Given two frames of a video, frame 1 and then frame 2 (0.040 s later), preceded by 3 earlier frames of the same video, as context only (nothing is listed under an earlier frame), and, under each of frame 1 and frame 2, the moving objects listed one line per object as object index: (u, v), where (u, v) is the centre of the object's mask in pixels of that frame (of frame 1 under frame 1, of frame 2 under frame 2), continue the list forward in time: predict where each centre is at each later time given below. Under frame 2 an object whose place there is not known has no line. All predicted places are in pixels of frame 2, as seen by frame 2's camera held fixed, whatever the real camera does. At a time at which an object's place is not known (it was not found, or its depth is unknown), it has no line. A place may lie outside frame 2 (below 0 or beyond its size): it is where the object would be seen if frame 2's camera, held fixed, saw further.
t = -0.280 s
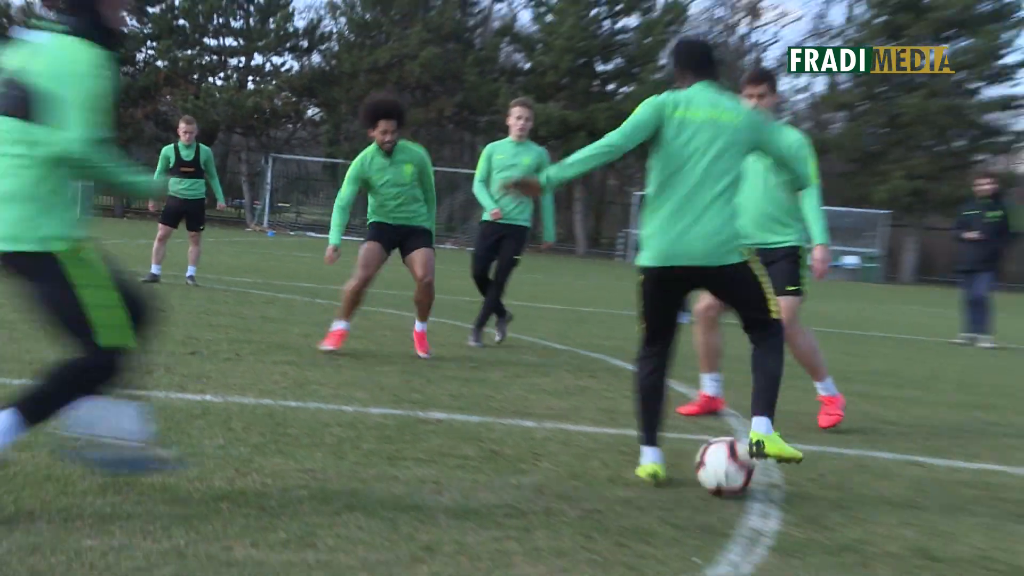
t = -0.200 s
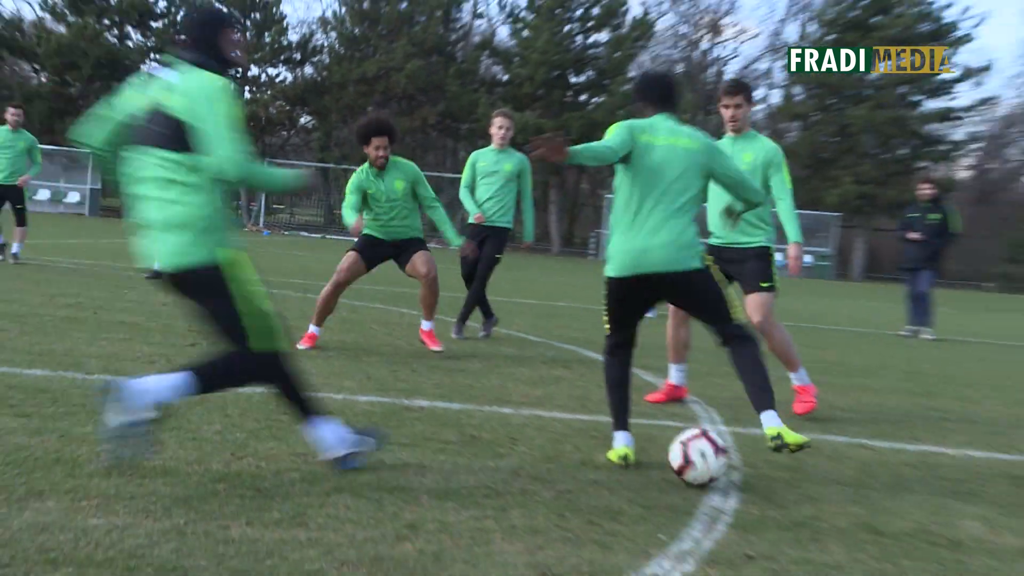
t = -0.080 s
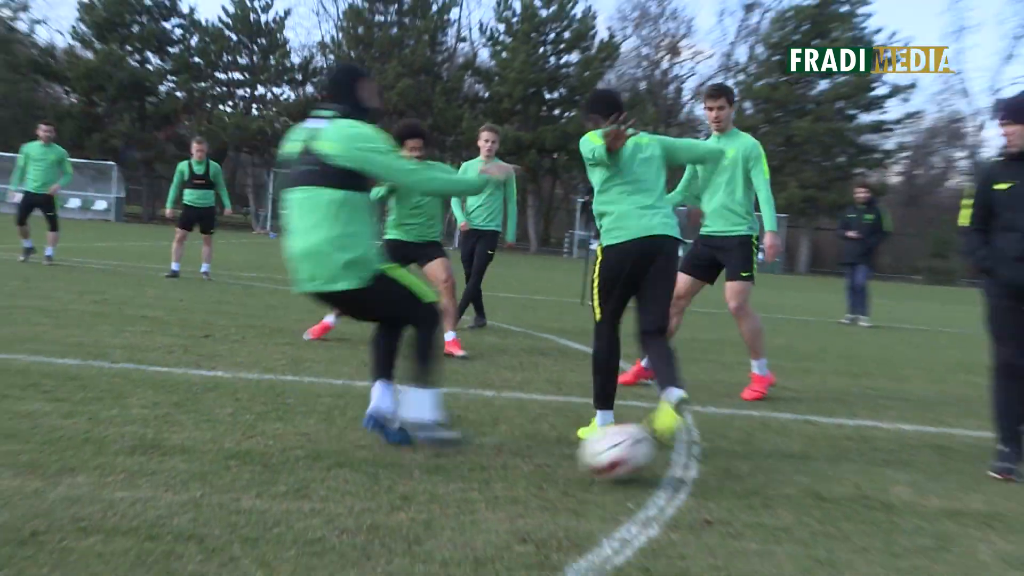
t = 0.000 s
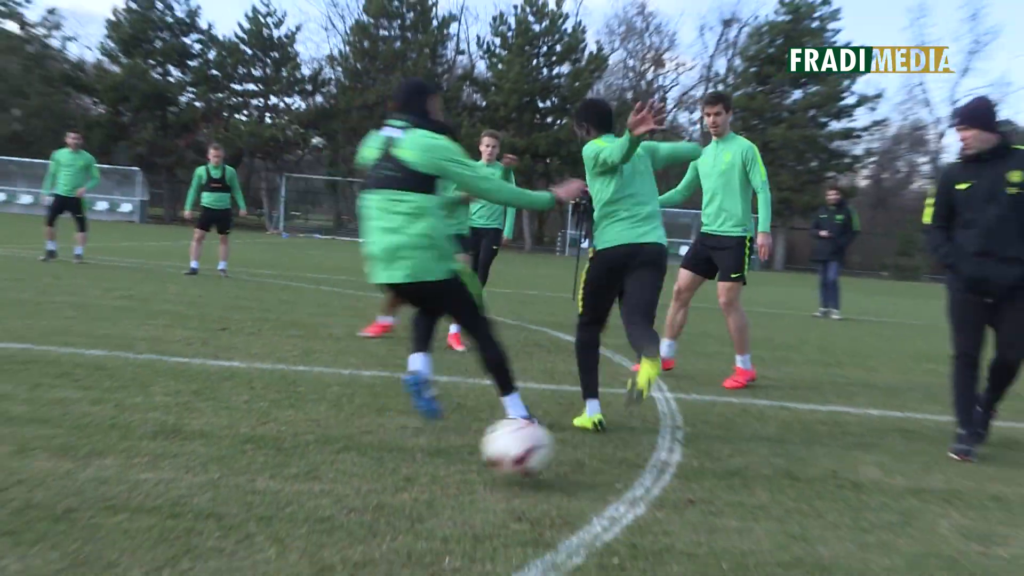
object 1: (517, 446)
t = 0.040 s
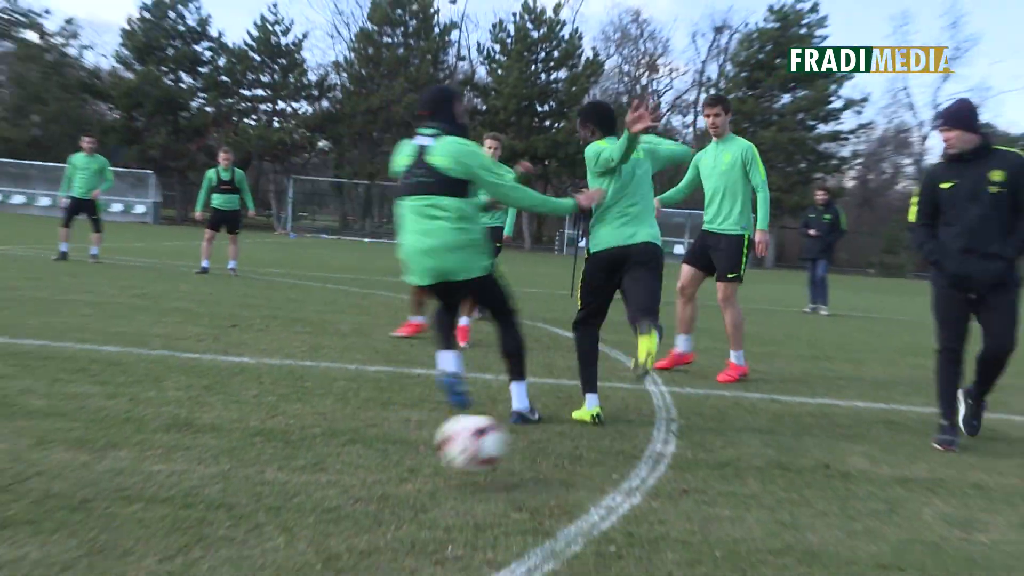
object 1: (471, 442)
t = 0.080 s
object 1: (422, 454)
